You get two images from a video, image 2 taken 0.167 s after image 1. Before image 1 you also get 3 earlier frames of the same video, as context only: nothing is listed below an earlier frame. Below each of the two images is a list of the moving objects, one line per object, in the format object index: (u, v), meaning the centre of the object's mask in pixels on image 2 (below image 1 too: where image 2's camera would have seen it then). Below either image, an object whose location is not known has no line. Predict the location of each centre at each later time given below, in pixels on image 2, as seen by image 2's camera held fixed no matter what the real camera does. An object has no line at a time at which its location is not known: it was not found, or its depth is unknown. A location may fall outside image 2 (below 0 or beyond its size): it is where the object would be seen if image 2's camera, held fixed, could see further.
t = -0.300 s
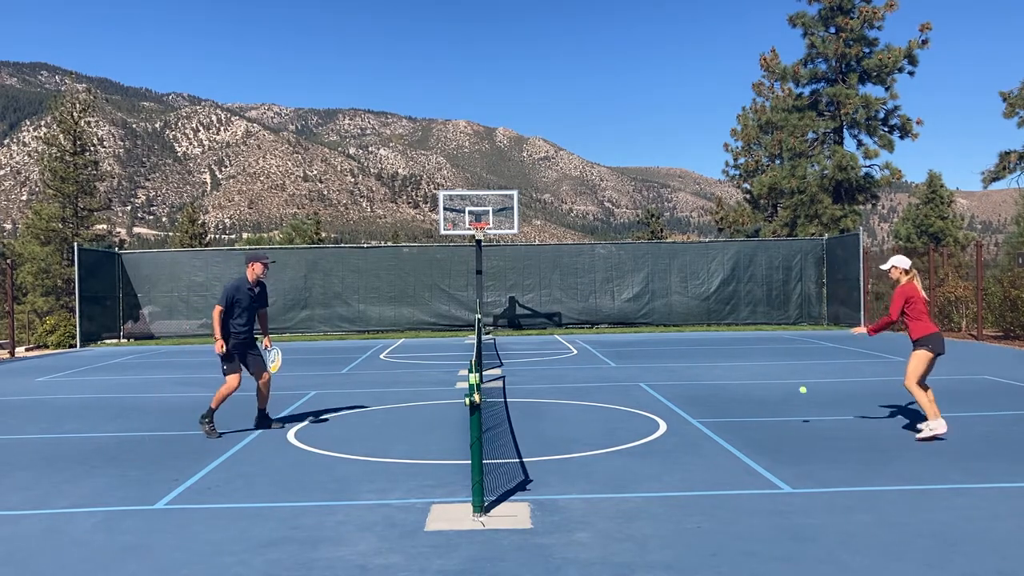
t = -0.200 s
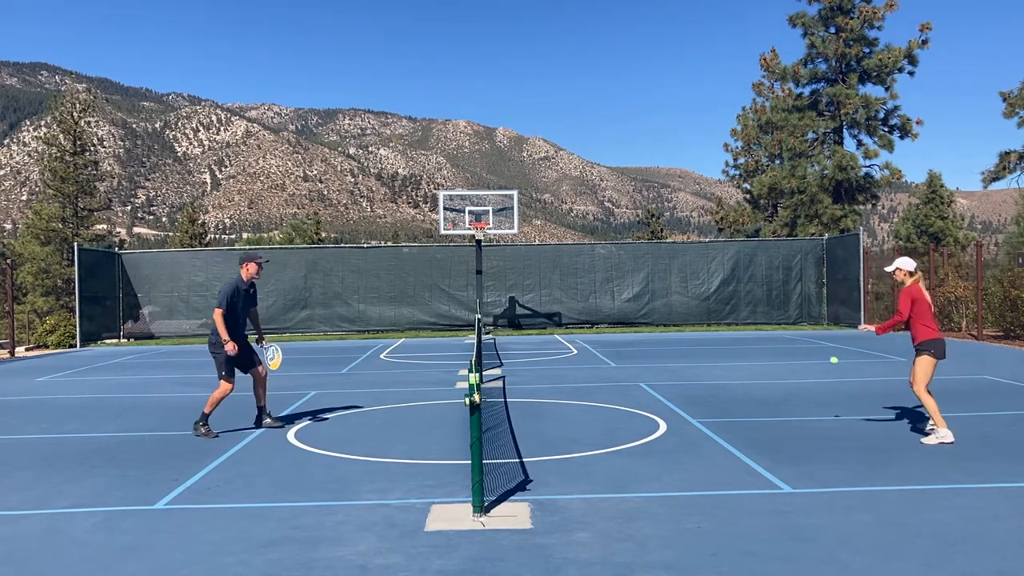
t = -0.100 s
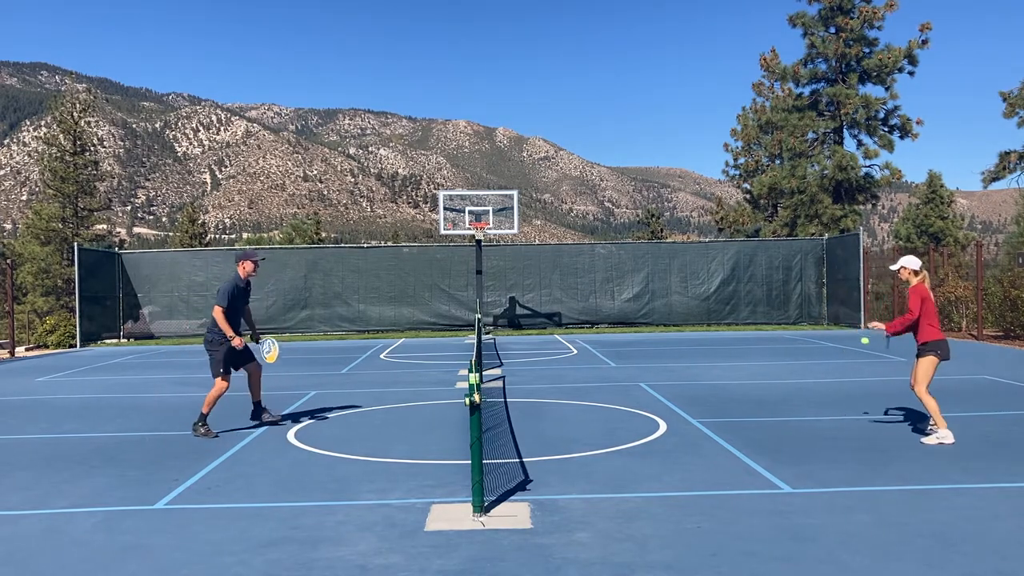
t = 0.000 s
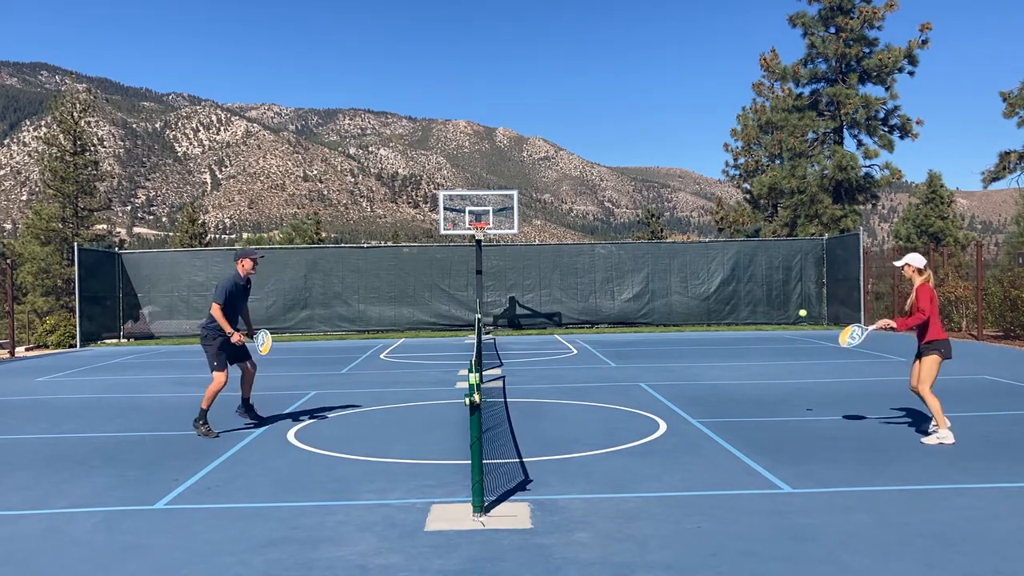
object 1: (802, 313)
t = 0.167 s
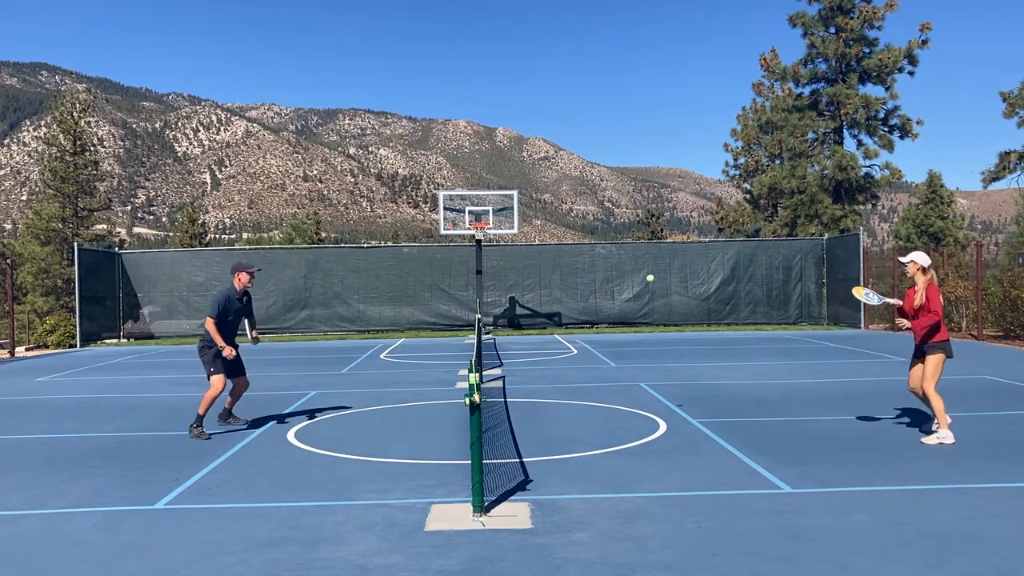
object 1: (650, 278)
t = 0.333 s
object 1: (504, 271)
